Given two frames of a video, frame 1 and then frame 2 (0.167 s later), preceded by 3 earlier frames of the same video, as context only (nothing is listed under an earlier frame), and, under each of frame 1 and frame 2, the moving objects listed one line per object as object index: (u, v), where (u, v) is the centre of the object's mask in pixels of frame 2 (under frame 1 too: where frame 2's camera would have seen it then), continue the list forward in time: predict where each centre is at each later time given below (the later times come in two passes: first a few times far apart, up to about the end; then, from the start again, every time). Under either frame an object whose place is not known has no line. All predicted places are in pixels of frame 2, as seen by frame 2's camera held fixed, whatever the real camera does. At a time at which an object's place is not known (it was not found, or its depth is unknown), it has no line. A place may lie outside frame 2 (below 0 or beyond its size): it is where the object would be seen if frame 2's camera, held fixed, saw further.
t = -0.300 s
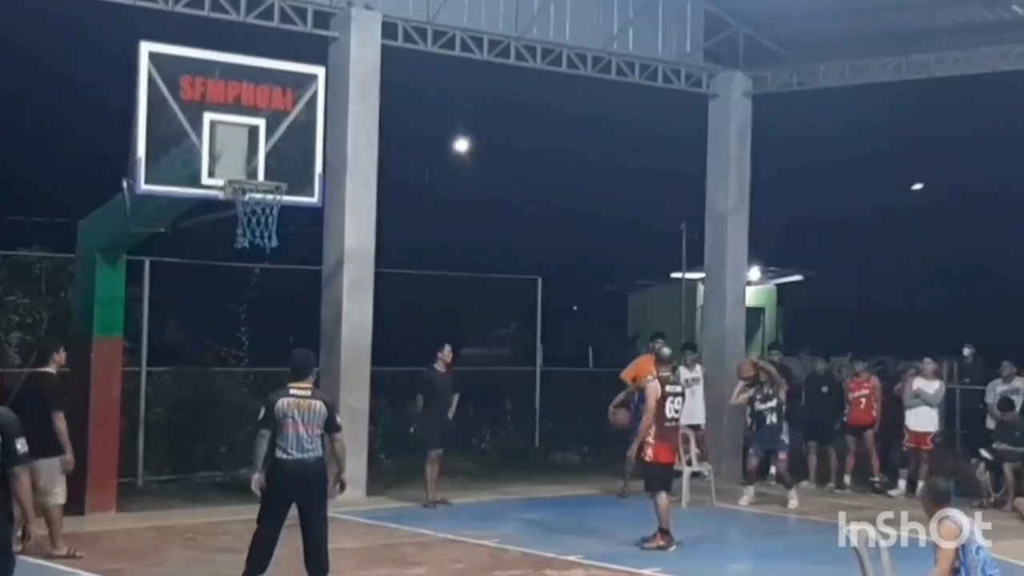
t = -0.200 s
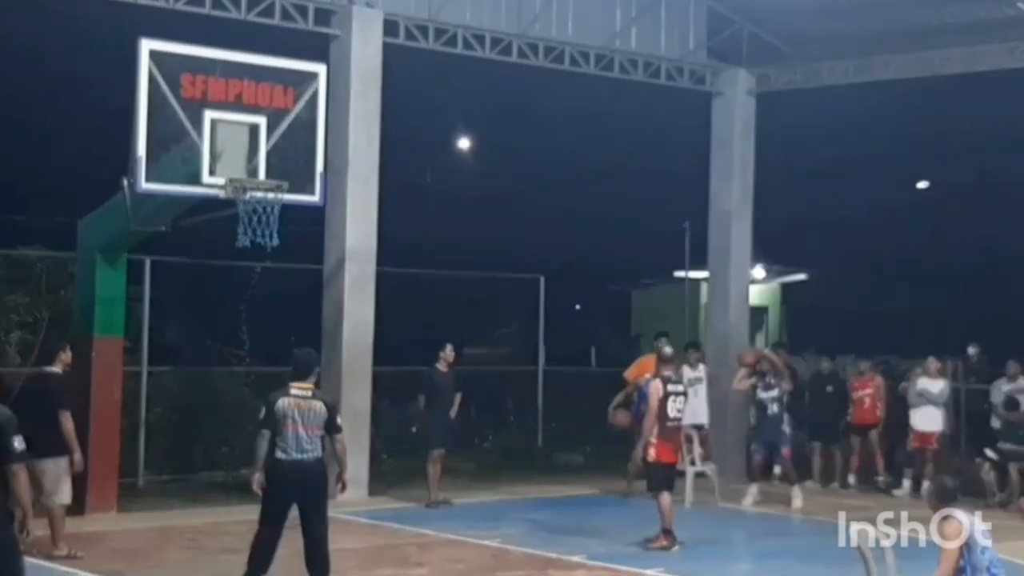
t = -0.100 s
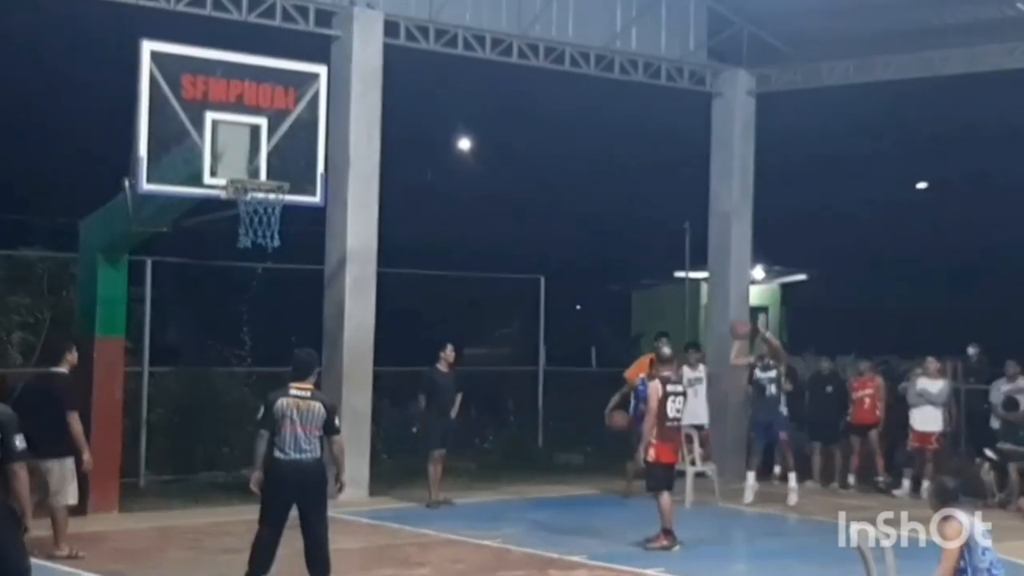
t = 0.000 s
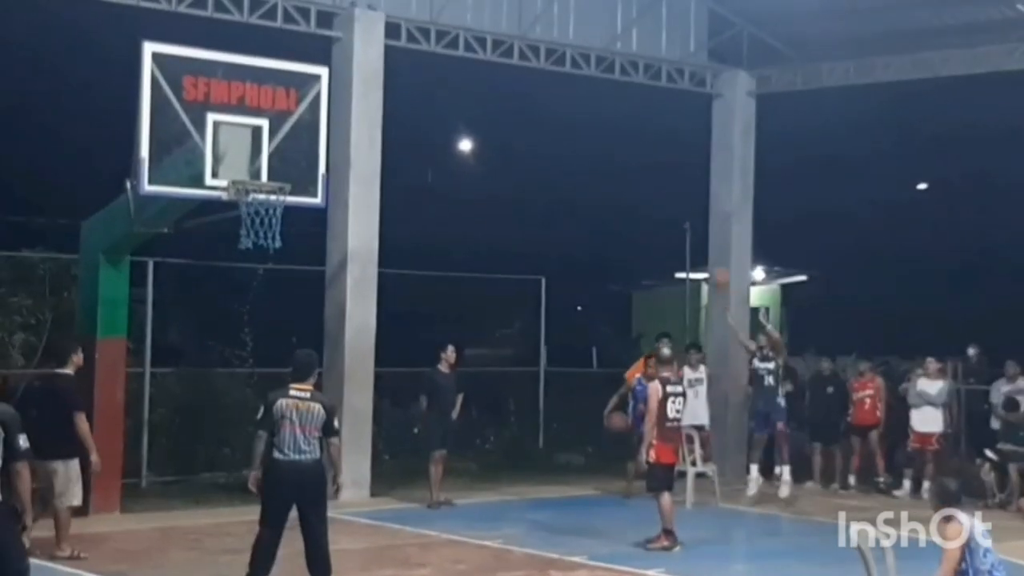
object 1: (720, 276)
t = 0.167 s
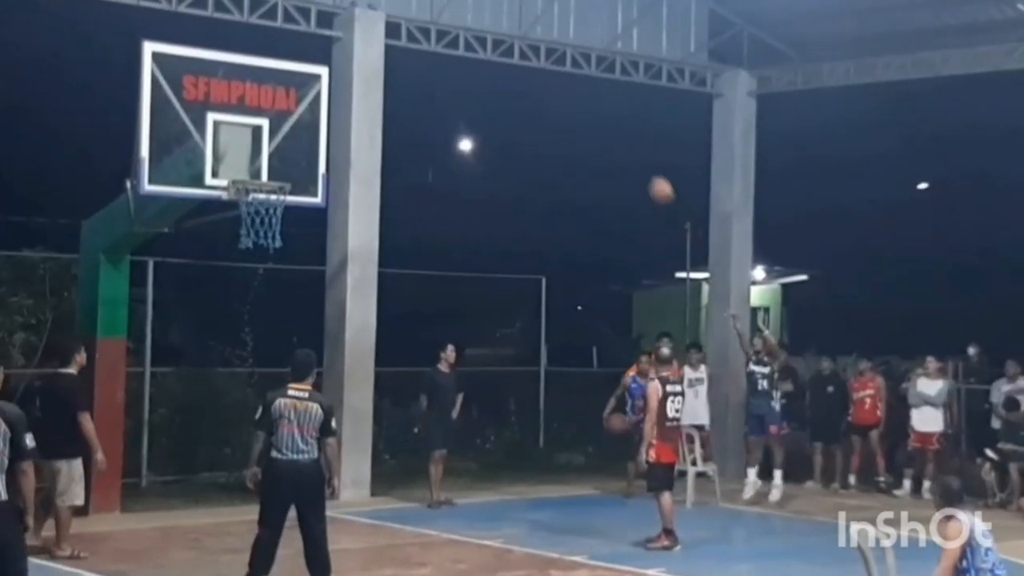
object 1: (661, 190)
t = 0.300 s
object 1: (611, 135)
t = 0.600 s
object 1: (490, 68)
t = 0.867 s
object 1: (366, 81)
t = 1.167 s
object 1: (222, 154)
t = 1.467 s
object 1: (139, 120)
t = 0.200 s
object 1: (648, 175)
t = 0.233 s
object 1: (636, 161)
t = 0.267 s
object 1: (624, 148)
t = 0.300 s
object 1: (611, 135)
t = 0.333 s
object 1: (599, 124)
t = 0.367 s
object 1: (586, 113)
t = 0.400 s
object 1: (573, 103)
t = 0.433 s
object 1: (560, 96)
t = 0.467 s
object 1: (547, 88)
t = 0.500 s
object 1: (532, 81)
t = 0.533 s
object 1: (519, 75)
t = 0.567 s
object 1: (505, 70)
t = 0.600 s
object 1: (490, 68)
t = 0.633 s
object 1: (476, 65)
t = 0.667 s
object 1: (461, 63)
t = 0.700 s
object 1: (445, 63)
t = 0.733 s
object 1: (430, 64)
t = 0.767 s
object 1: (414, 66)
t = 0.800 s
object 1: (399, 70)
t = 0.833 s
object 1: (383, 75)
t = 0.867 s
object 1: (366, 81)
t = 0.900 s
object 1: (349, 88)
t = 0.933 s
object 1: (334, 96)
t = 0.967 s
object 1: (315, 109)
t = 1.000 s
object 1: (297, 118)
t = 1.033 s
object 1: (281, 129)
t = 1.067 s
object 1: (262, 146)
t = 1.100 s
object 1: (243, 161)
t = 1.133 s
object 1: (231, 163)
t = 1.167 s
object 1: (222, 154)
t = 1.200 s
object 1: (213, 145)
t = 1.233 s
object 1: (205, 136)
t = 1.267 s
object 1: (195, 129)
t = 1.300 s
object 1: (188, 124)
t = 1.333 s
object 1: (178, 120)
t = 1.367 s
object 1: (169, 118)
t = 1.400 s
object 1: (160, 117)
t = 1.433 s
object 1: (149, 118)
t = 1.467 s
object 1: (139, 120)
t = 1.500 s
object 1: (129, 123)
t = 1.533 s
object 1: (120, 128)
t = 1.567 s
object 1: (110, 133)
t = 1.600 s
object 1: (100, 141)
